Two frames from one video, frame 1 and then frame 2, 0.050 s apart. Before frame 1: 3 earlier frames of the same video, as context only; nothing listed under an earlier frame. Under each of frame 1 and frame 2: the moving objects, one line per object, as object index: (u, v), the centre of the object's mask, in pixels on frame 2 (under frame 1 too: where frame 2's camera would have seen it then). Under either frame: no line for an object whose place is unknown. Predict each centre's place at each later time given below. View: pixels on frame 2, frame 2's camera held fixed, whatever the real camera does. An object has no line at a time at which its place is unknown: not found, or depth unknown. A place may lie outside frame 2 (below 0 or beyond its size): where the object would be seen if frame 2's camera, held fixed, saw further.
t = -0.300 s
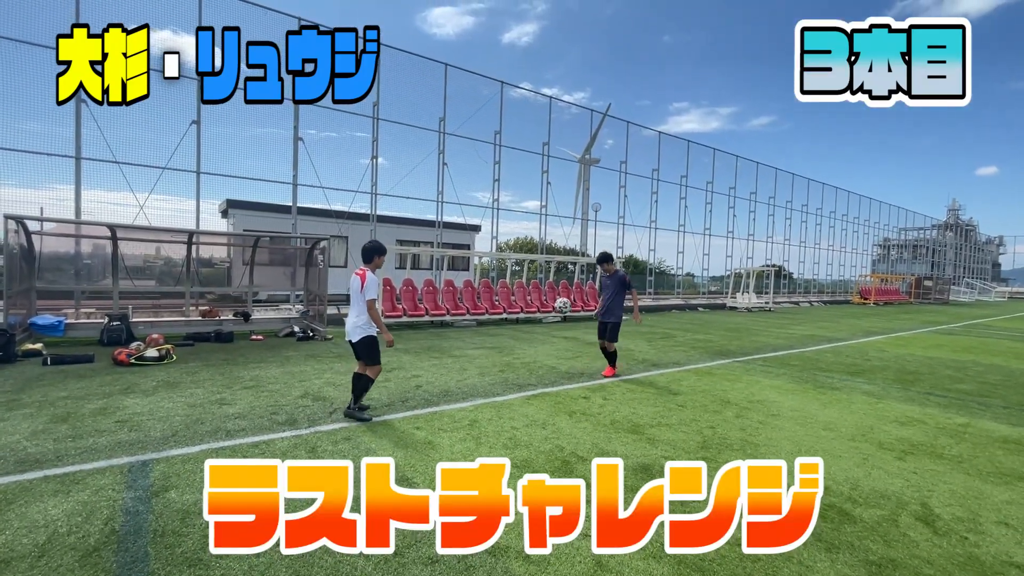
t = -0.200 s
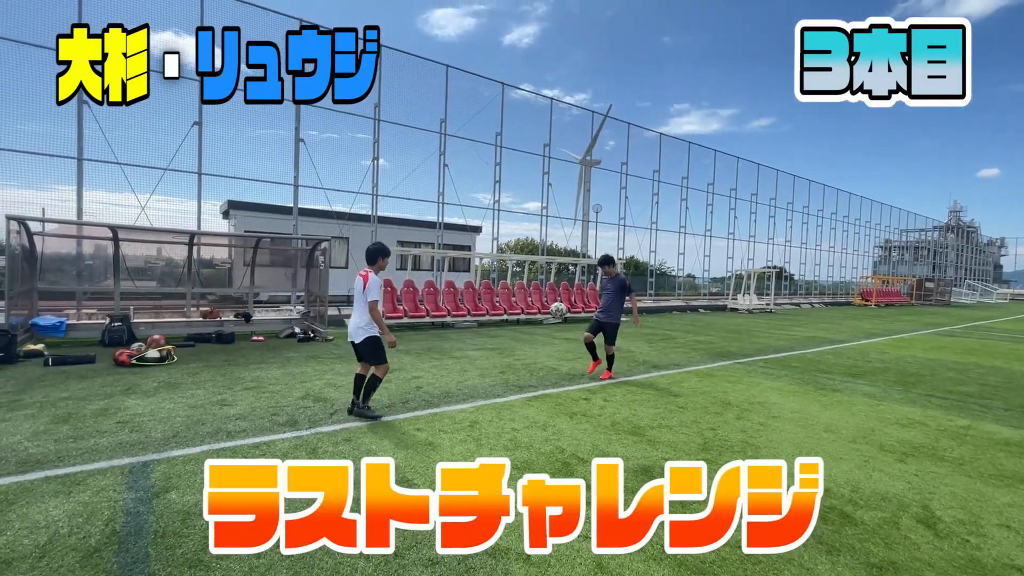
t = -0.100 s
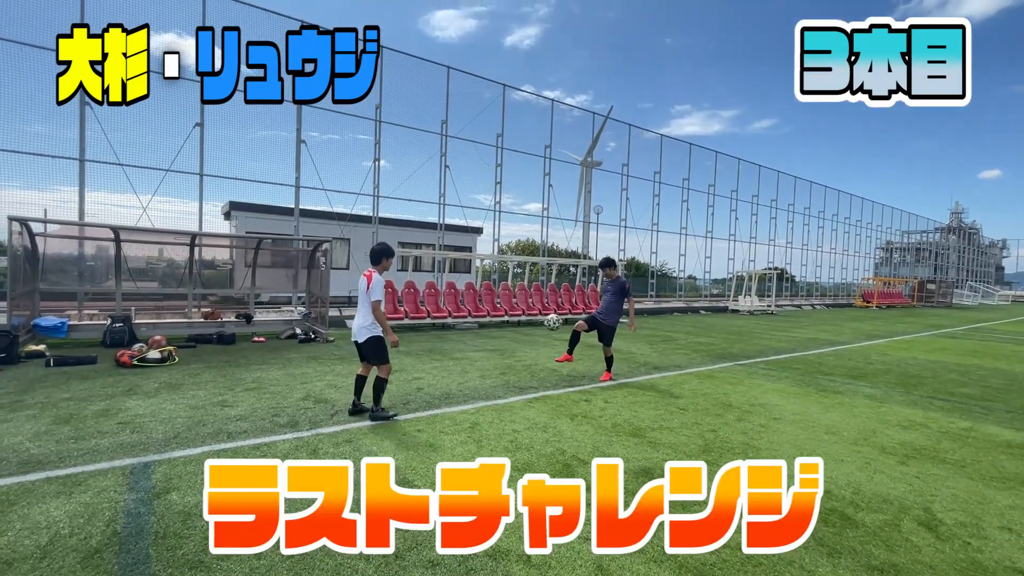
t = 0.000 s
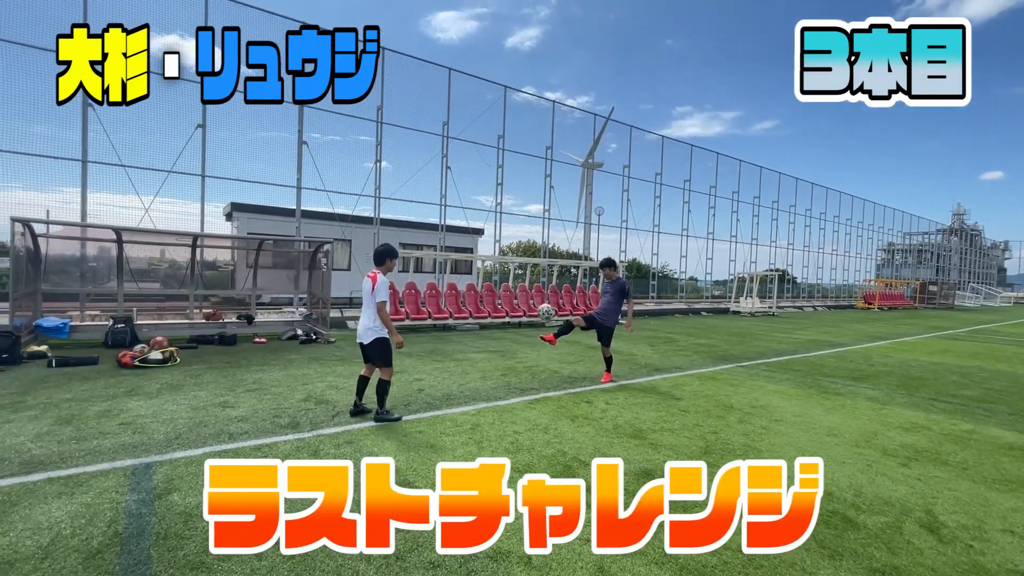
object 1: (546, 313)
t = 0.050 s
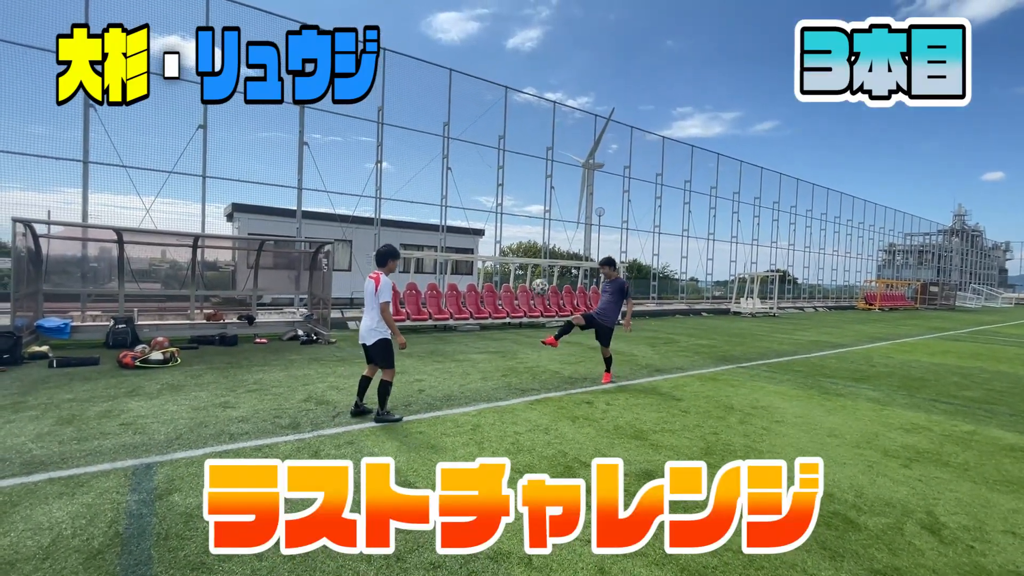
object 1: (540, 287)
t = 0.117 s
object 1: (531, 256)
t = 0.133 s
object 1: (531, 249)
